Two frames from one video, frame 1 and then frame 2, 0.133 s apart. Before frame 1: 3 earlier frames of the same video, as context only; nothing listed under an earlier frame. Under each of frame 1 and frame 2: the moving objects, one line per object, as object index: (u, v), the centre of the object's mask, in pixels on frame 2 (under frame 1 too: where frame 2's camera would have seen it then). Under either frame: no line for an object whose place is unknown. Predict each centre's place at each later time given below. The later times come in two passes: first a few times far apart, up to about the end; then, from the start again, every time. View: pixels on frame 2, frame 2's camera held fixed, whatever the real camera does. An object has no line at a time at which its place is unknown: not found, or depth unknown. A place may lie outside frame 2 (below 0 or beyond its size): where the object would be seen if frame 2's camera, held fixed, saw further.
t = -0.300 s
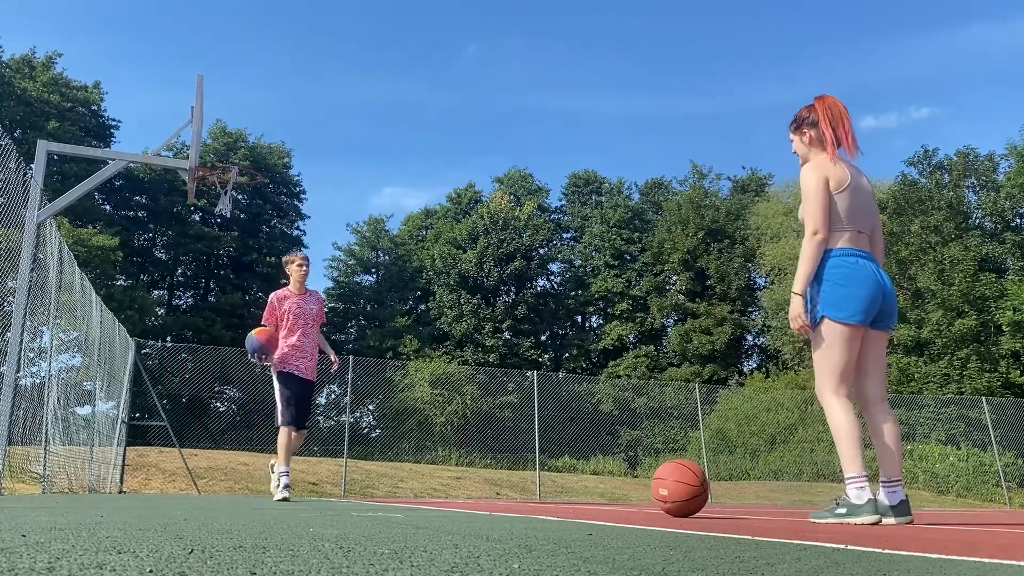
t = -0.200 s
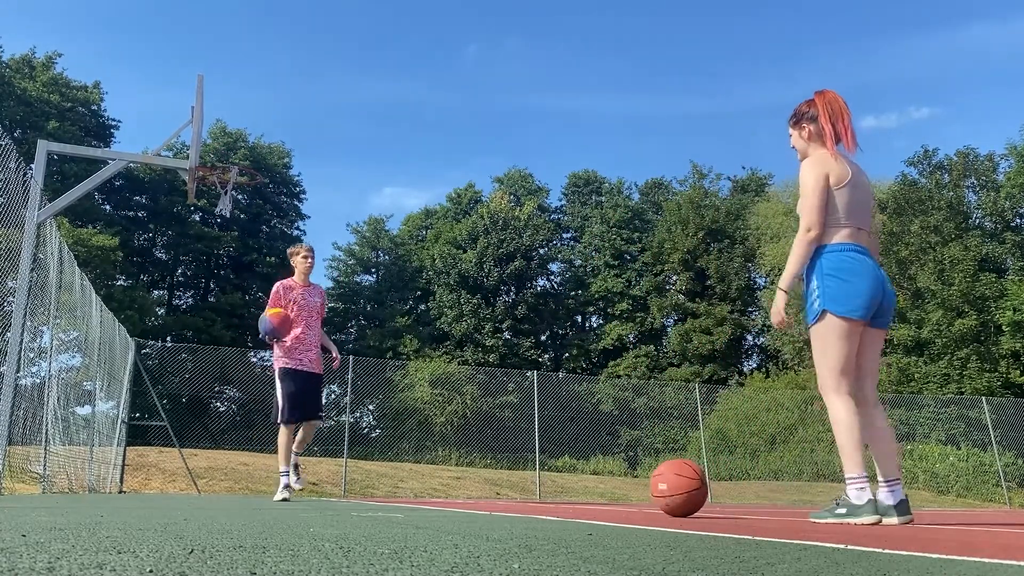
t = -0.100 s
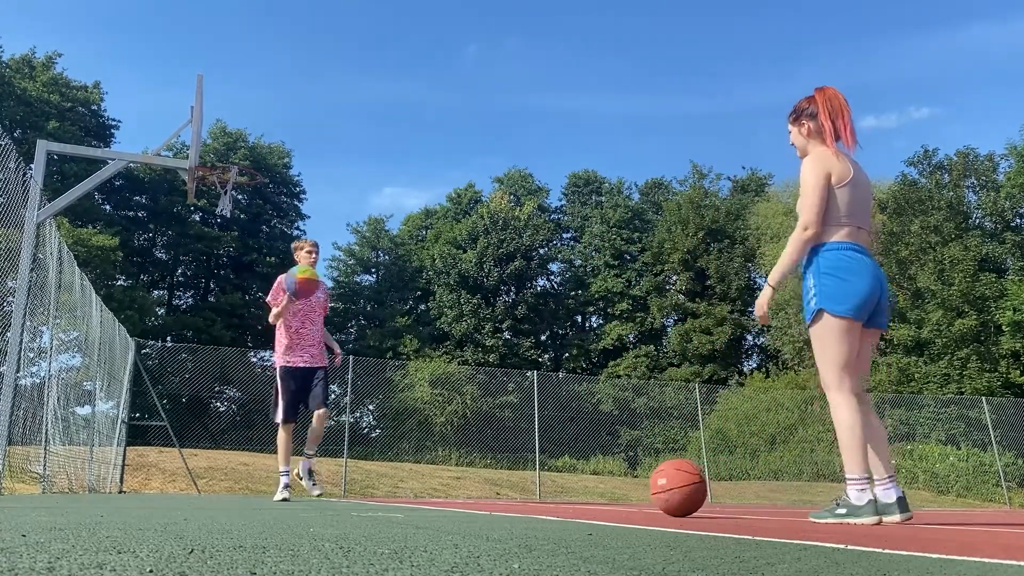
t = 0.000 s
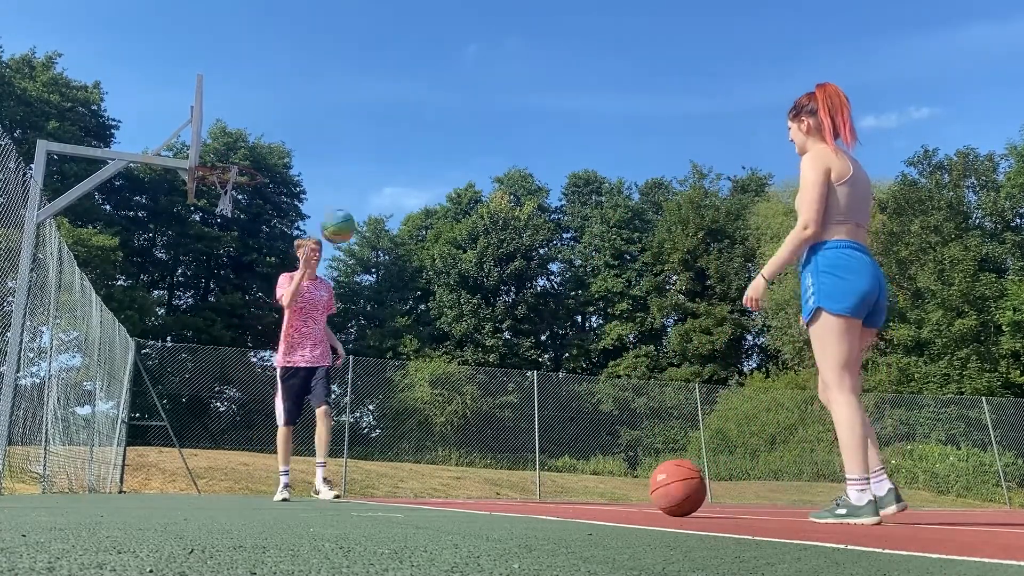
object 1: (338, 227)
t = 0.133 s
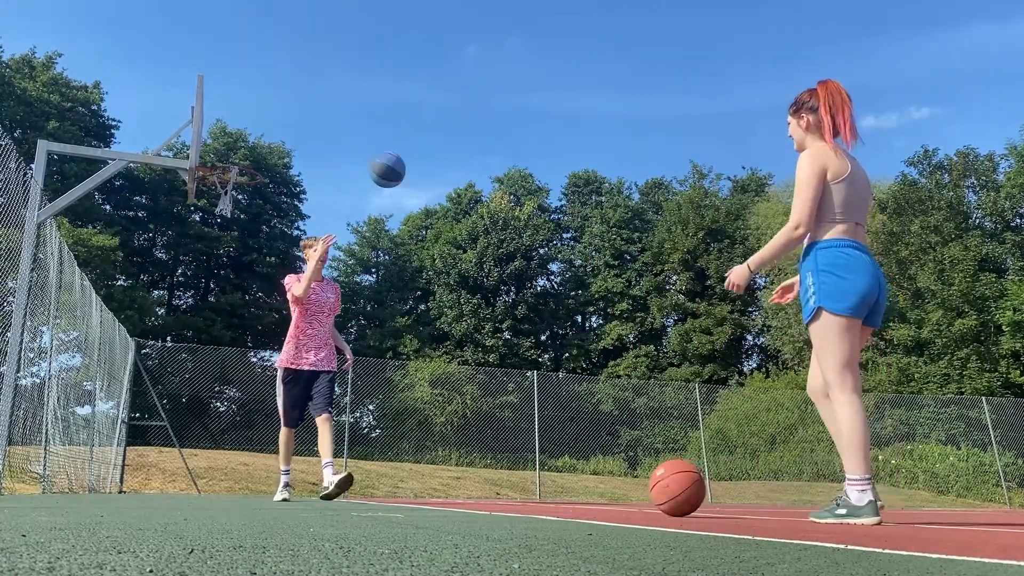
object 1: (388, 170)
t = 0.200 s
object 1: (413, 149)
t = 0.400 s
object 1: (497, 121)
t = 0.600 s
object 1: (602, 159)
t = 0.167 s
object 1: (401, 159)
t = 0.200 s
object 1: (413, 149)
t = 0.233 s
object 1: (426, 141)
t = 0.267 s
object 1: (439, 134)
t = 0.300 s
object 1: (453, 128)
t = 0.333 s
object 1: (468, 124)
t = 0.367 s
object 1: (482, 122)
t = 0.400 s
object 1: (497, 121)
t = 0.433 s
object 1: (513, 123)
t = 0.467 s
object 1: (530, 125)
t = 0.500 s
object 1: (546, 131)
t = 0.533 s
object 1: (564, 139)
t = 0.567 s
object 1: (583, 148)
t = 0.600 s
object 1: (602, 159)
